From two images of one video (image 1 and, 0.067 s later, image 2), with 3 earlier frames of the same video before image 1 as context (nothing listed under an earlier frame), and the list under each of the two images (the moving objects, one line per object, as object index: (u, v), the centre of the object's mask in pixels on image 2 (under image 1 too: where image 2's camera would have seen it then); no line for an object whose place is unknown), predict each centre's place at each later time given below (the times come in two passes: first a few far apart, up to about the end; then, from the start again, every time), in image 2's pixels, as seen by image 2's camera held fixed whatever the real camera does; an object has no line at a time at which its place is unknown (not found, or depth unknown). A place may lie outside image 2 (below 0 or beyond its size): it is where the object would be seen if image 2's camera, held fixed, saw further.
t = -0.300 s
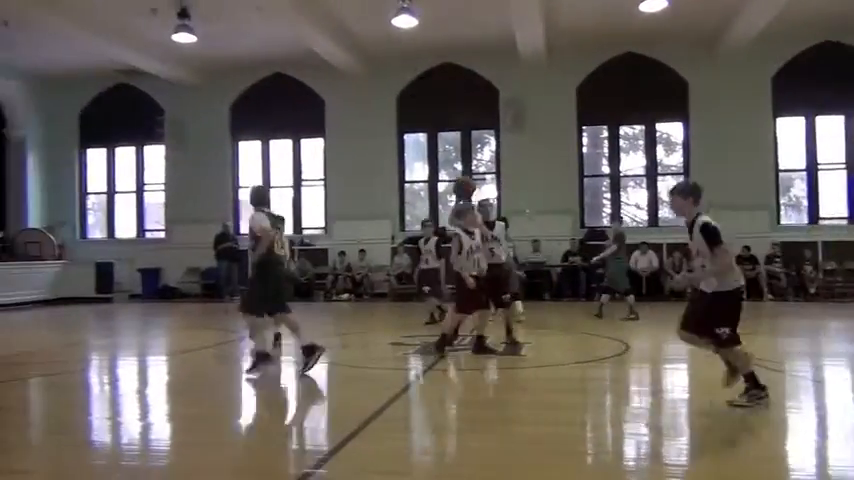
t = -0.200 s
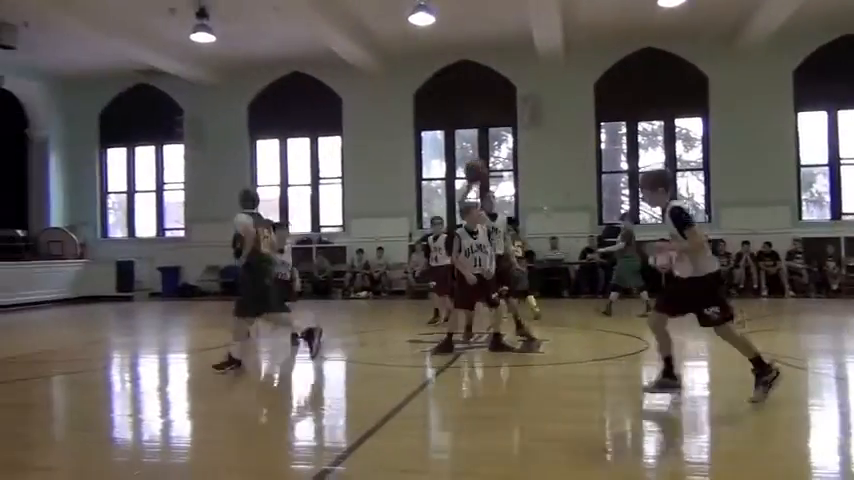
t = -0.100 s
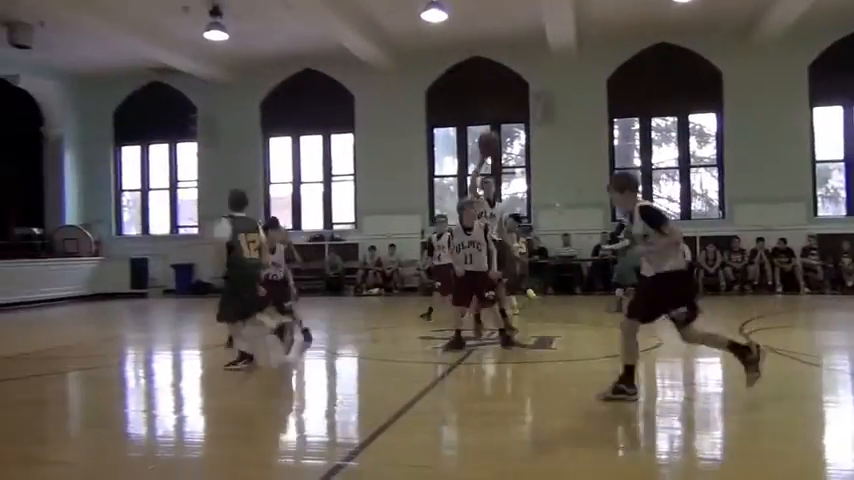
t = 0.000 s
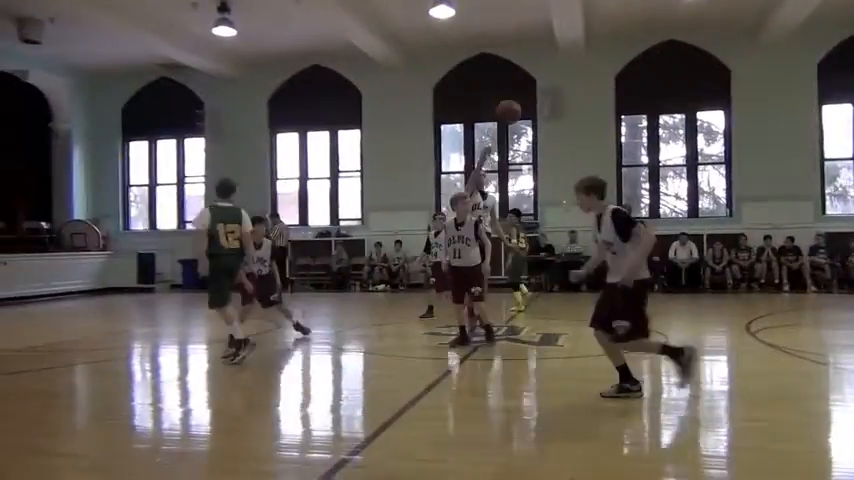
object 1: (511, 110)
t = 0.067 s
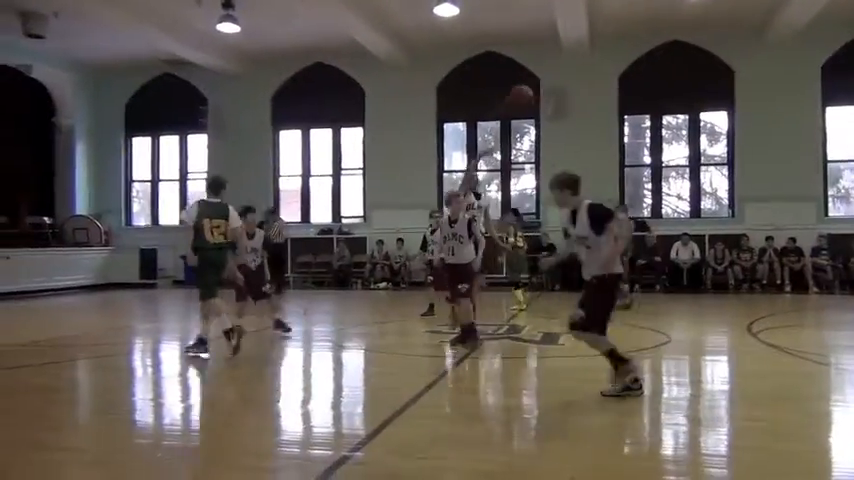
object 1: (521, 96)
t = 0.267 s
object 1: (554, 85)
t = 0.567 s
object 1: (632, 172)
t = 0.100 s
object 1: (526, 93)
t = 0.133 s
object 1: (528, 89)
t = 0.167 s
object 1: (535, 86)
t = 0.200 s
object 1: (542, 84)
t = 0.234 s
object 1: (547, 84)
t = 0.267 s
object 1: (554, 85)
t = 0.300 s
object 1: (561, 87)
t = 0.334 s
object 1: (569, 91)
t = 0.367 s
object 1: (576, 97)
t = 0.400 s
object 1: (584, 104)
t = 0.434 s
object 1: (592, 114)
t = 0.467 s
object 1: (602, 124)
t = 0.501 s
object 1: (612, 137)
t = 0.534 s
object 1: (621, 153)
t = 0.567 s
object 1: (632, 172)
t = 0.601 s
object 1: (641, 194)
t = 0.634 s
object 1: (658, 224)
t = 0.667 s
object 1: (670, 250)
